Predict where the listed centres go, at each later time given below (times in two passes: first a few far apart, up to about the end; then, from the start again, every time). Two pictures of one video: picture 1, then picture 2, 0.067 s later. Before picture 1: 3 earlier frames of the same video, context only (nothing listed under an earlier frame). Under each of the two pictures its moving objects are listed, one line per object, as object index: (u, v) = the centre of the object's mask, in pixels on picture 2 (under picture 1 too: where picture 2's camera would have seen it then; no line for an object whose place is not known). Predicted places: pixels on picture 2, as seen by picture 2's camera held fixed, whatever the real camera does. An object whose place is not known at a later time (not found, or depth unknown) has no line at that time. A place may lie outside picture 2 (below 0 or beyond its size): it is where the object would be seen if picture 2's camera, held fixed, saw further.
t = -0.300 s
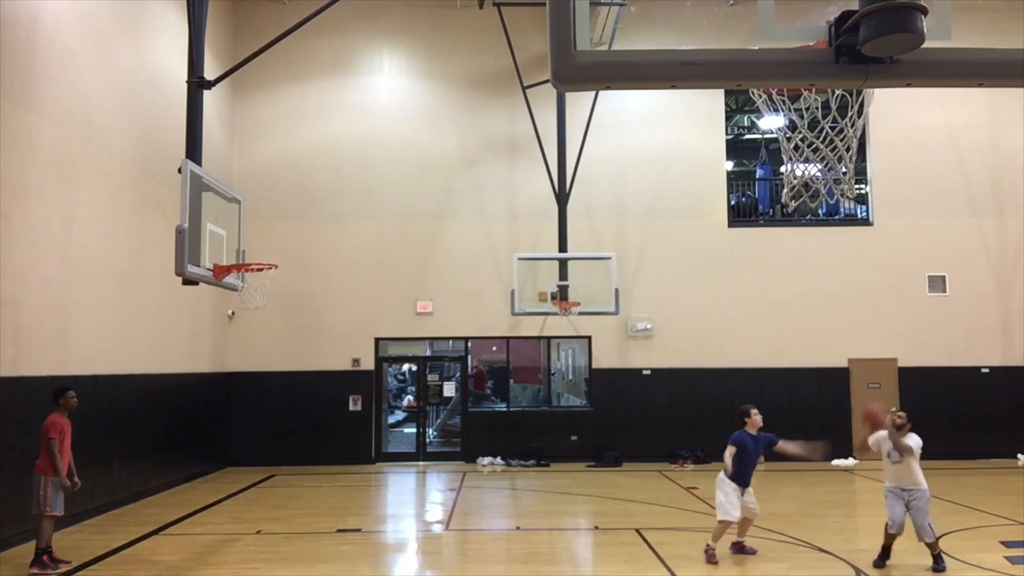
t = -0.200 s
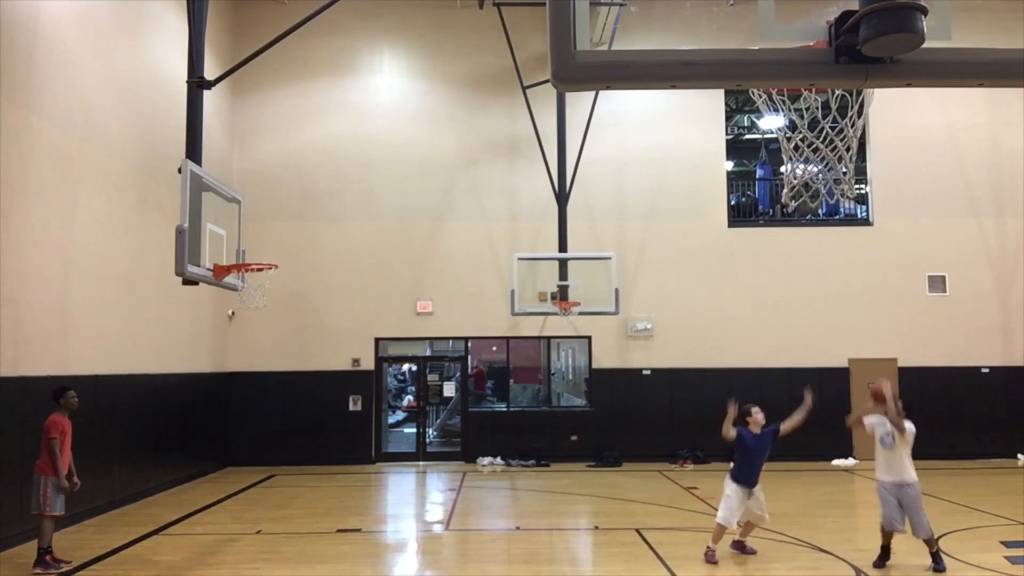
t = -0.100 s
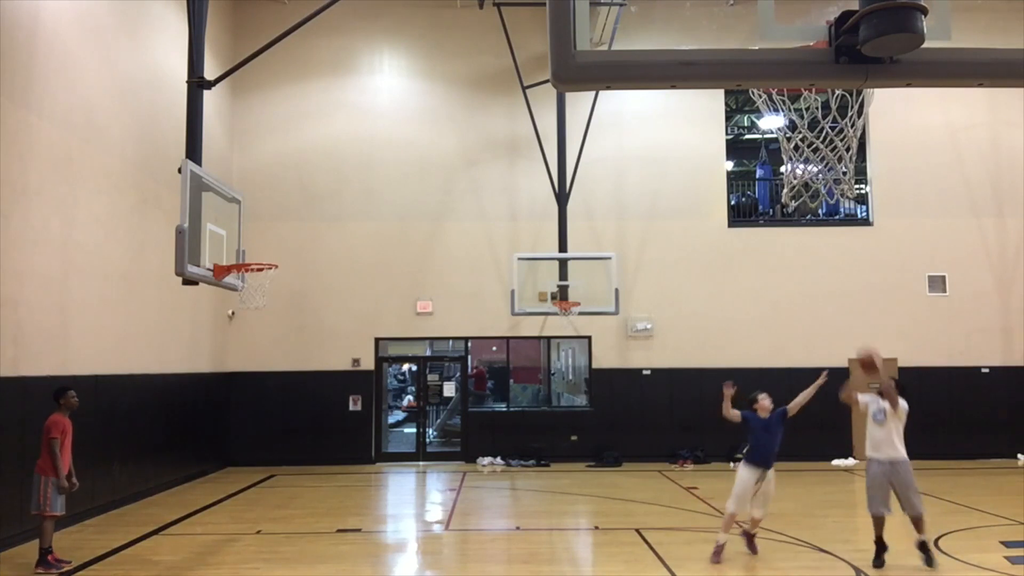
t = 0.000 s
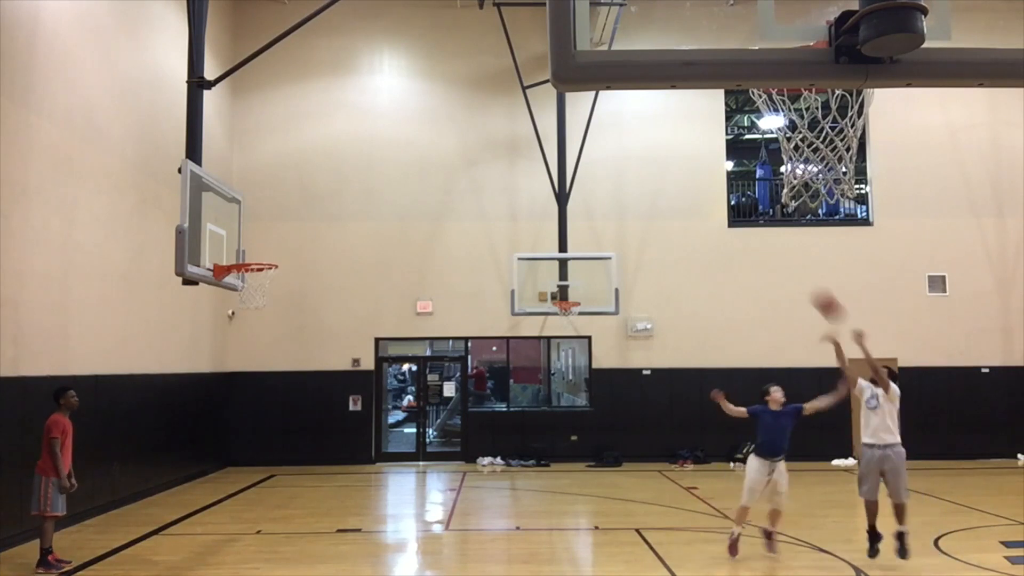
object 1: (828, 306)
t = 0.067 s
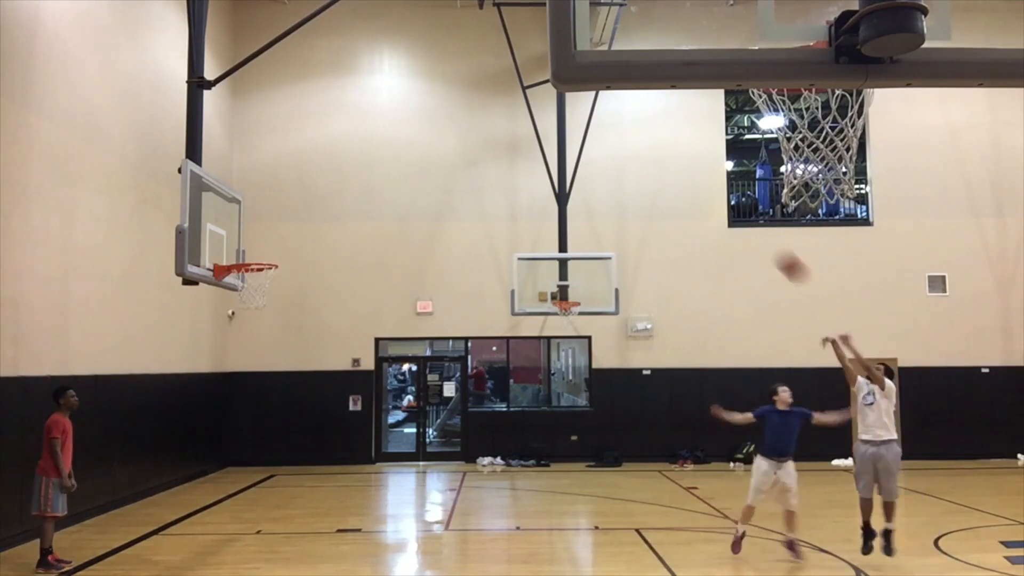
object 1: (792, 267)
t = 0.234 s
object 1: (703, 190)
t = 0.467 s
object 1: (588, 128)
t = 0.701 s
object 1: (478, 117)
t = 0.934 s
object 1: (372, 154)
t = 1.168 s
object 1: (266, 240)
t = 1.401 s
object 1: (272, 330)
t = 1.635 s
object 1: (306, 438)
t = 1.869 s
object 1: (336, 500)
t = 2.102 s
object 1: (370, 411)
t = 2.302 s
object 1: (395, 375)
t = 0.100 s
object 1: (774, 249)
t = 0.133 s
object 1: (756, 232)
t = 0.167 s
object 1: (739, 217)
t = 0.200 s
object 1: (717, 201)
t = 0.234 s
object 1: (703, 190)
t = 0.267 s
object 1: (687, 178)
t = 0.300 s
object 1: (669, 167)
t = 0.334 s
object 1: (653, 157)
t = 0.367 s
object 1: (637, 148)
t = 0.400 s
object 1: (620, 141)
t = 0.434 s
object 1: (603, 133)
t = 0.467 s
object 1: (588, 128)
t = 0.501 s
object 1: (573, 123)
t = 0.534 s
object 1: (556, 120)
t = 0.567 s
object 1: (541, 118)
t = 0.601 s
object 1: (524, 116)
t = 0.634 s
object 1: (509, 116)
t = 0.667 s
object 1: (494, 116)
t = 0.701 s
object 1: (478, 117)
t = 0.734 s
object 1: (463, 119)
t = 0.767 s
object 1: (449, 123)
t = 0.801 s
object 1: (433, 127)
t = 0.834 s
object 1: (418, 132)
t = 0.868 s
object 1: (403, 139)
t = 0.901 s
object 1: (388, 146)
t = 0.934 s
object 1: (372, 154)
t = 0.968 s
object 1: (358, 164)
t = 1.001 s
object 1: (342, 174)
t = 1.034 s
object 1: (327, 185)
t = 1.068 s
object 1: (312, 197)
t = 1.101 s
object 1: (296, 210)
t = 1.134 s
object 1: (281, 224)
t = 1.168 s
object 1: (266, 240)
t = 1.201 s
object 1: (254, 251)
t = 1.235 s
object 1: (244, 276)
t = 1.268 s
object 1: (250, 284)
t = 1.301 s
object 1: (256, 298)
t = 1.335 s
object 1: (262, 308)
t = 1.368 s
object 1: (267, 318)
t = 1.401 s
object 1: (272, 330)
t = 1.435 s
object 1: (277, 343)
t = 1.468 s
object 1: (282, 356)
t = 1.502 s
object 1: (287, 373)
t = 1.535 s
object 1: (292, 388)
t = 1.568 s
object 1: (297, 402)
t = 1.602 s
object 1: (301, 420)
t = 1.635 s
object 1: (306, 438)
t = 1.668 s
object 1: (309, 454)
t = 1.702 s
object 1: (313, 474)
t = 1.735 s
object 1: (318, 498)
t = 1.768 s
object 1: (322, 518)
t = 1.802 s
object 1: (325, 534)
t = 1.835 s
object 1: (331, 517)
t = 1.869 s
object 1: (336, 500)
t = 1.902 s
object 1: (341, 484)
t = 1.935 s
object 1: (347, 467)
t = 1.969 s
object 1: (352, 453)
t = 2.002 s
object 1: (356, 442)
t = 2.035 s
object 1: (360, 431)
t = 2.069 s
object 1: (365, 421)
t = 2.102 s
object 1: (370, 411)
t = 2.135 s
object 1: (374, 402)
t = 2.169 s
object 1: (379, 395)
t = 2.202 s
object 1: (383, 389)
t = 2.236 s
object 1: (387, 383)
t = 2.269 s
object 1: (391, 379)
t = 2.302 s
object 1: (395, 375)
